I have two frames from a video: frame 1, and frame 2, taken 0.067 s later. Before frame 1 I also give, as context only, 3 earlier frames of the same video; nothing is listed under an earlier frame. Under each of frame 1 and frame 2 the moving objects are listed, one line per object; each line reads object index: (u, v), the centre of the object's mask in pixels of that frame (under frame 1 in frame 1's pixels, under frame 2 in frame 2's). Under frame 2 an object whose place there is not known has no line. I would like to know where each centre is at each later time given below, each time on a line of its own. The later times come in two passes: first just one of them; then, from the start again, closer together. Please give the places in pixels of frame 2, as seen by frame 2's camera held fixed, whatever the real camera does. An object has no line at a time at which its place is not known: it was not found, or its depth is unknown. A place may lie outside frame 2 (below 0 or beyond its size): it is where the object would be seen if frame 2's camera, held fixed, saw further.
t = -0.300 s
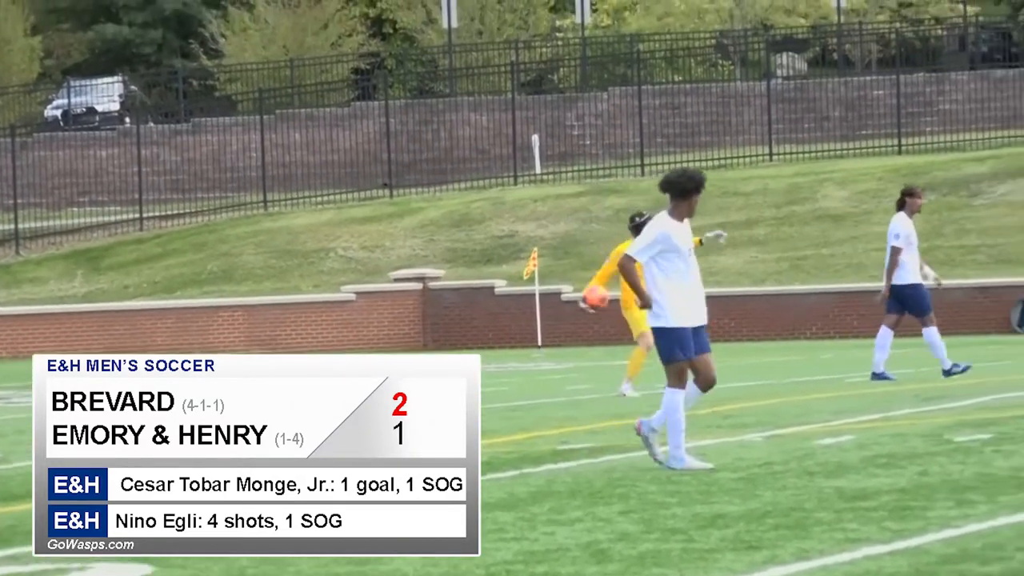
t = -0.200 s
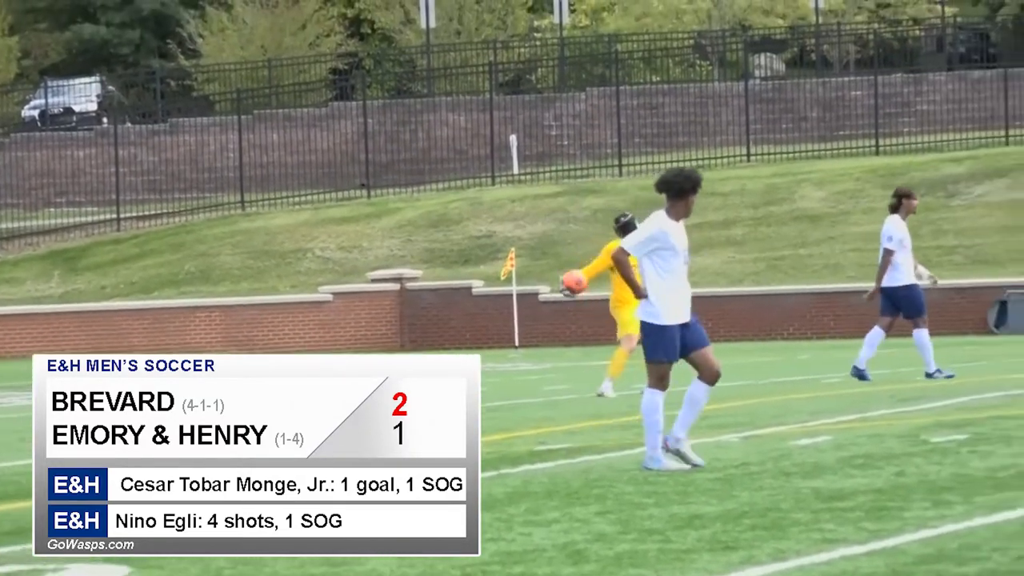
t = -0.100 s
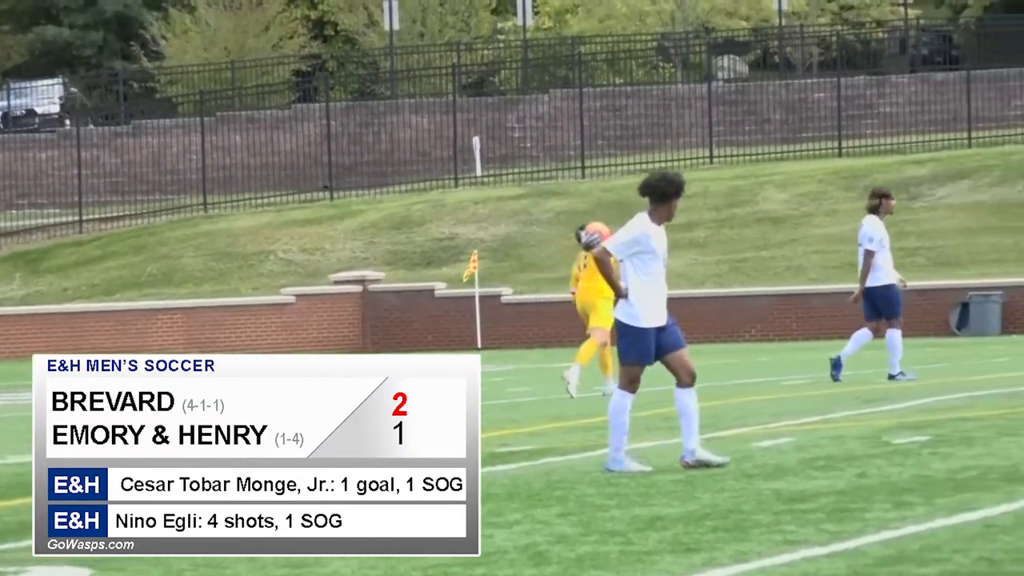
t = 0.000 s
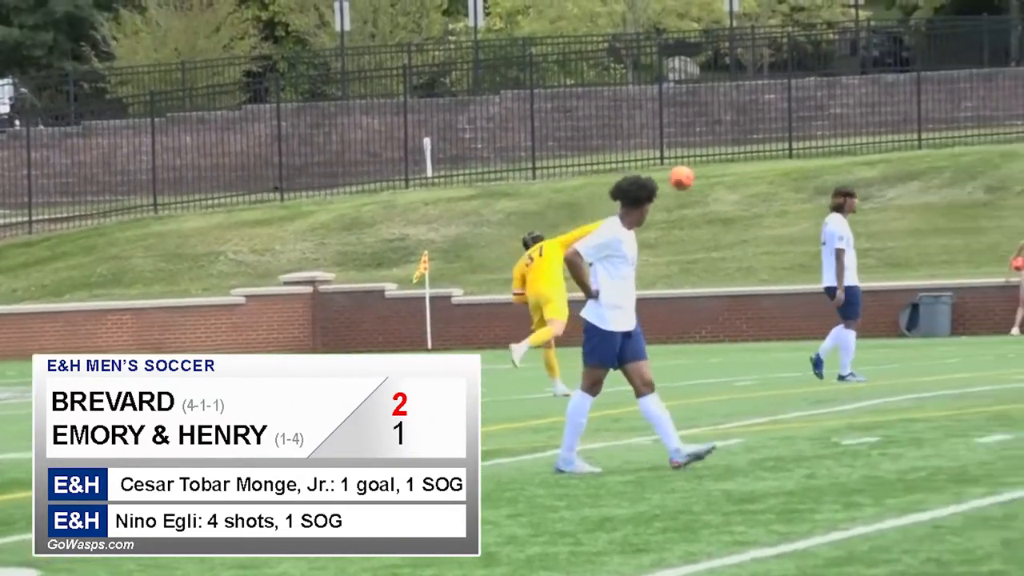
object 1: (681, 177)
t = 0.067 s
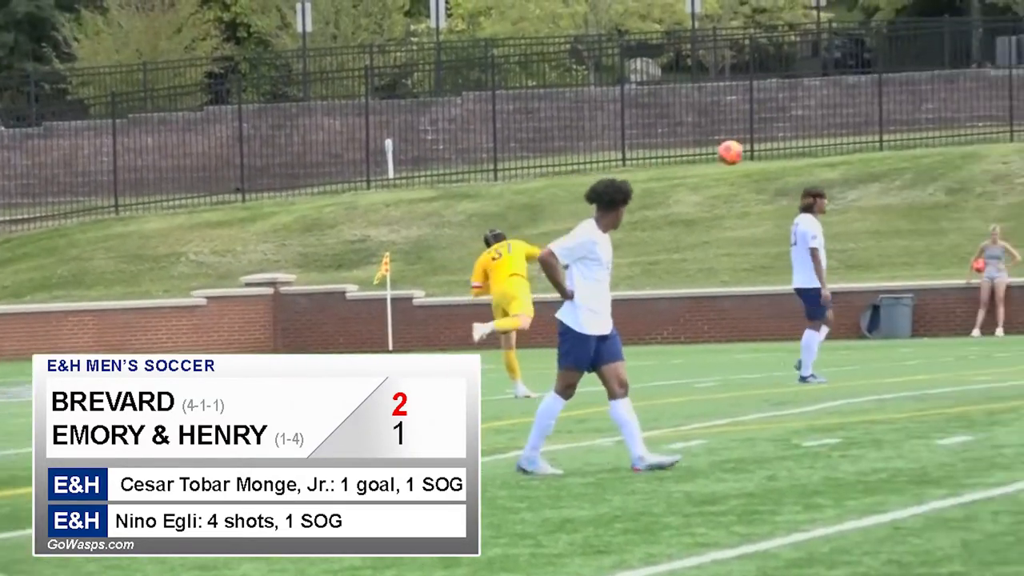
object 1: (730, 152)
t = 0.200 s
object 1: (898, 109)
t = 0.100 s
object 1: (773, 140)
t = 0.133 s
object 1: (815, 129)
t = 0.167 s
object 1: (856, 119)
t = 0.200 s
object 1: (898, 109)
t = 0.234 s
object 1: (937, 102)
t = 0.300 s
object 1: (1018, 85)
